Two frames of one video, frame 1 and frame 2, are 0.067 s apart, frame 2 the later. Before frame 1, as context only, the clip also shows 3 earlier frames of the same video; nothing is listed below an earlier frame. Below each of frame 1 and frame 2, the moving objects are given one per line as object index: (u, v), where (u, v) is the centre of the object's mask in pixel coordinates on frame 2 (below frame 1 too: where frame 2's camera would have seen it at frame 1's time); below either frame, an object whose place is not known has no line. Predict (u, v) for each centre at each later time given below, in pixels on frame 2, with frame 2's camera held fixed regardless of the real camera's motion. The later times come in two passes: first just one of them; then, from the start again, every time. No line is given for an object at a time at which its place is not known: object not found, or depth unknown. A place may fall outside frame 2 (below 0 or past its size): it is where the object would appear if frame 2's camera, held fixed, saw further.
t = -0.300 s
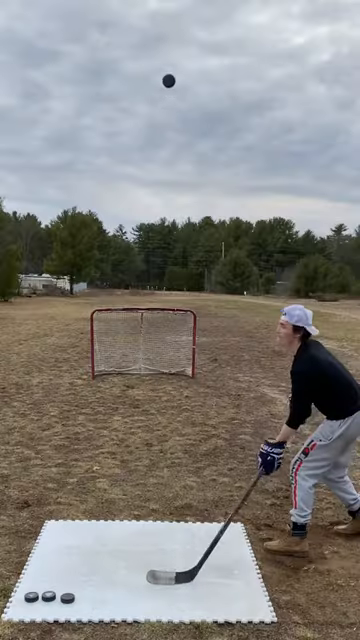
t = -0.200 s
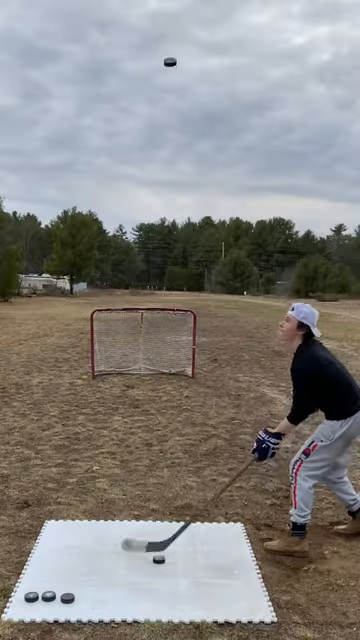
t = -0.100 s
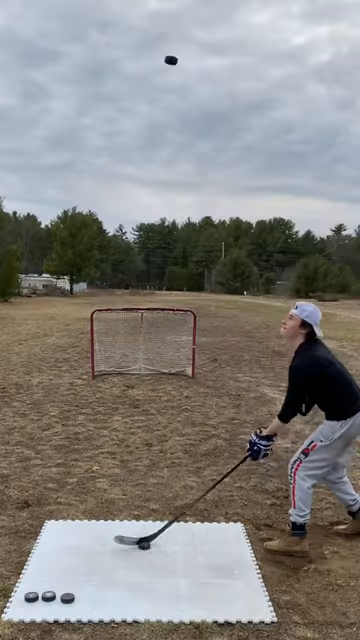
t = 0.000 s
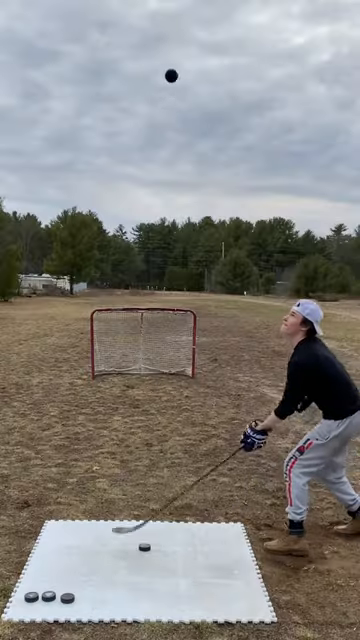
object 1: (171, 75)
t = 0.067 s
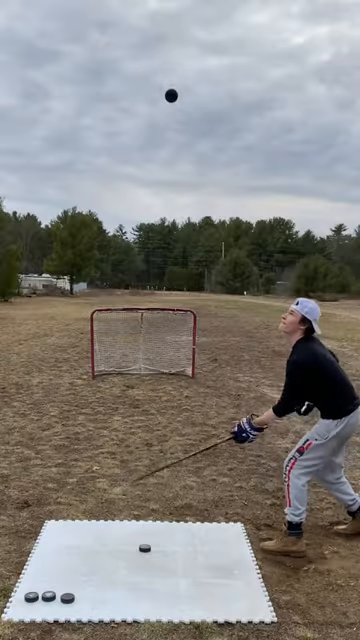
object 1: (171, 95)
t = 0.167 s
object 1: (170, 139)
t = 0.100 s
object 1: (171, 108)
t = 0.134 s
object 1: (171, 123)
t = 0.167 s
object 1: (170, 139)
